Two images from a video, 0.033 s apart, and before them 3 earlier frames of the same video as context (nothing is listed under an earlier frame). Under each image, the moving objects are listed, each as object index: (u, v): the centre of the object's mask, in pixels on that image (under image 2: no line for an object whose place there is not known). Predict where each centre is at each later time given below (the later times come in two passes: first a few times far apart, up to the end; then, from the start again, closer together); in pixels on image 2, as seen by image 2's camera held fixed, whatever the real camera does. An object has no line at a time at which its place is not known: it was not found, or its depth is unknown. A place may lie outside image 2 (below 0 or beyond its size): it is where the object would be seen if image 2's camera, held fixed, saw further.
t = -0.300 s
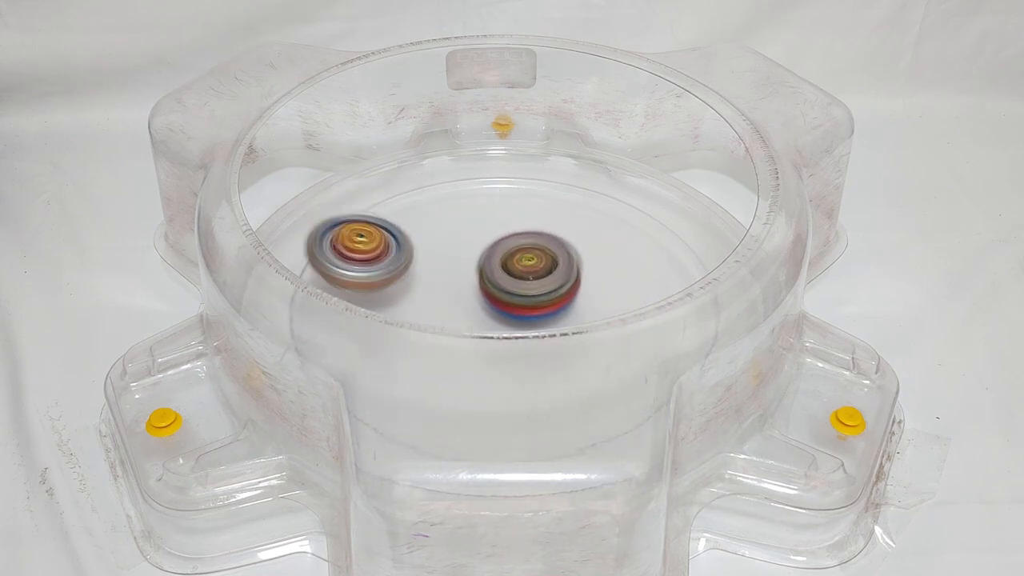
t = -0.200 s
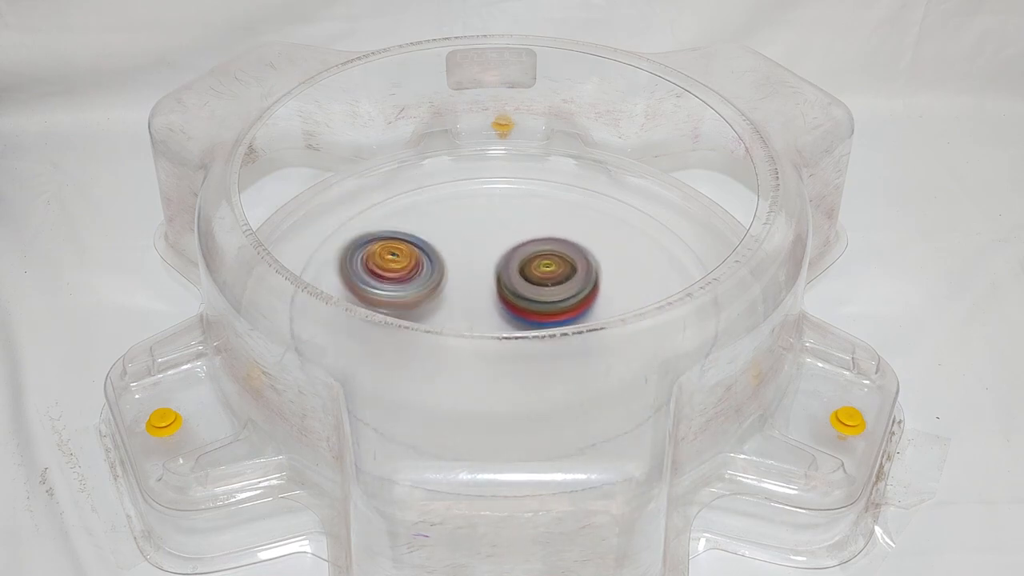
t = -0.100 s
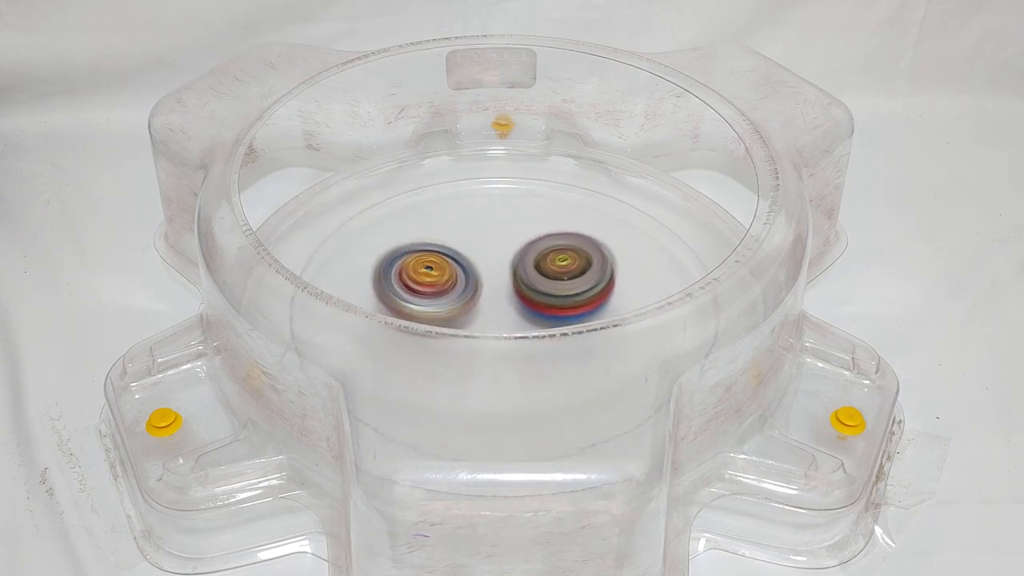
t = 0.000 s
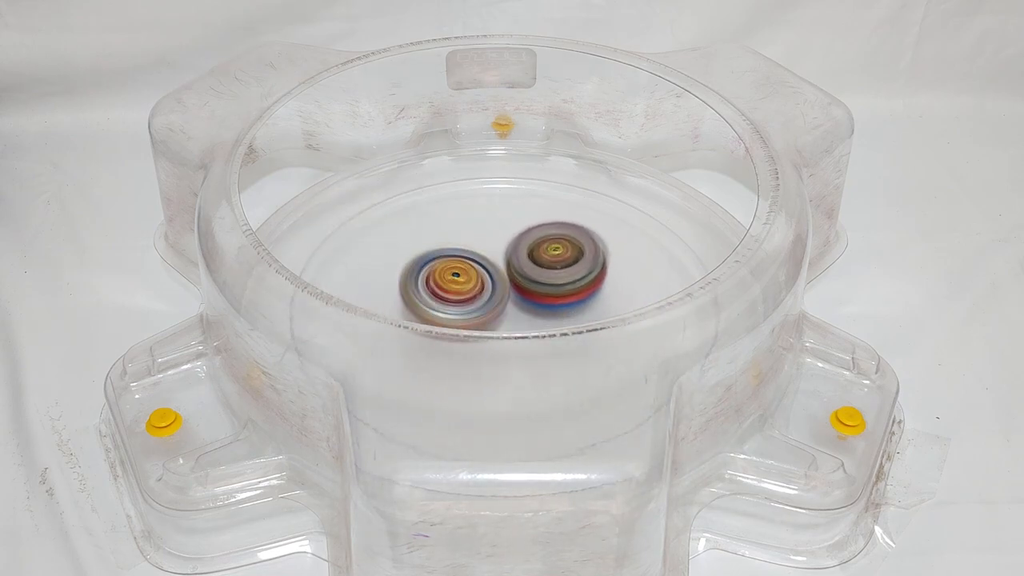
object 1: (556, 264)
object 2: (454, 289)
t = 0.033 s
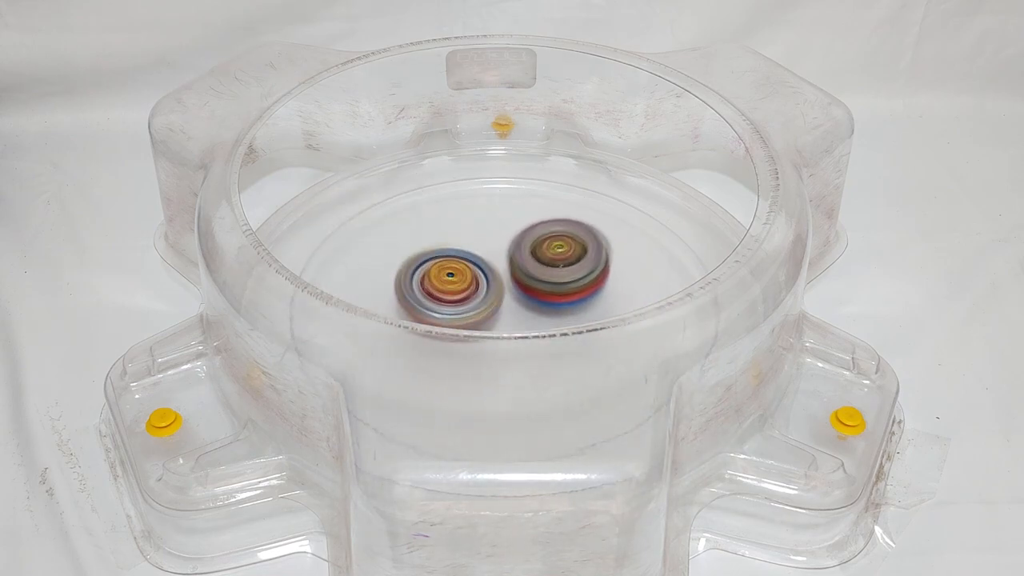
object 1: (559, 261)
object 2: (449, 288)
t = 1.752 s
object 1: (562, 251)
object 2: (441, 299)
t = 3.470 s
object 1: (571, 266)
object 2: (442, 289)
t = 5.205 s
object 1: (614, 306)
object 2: (432, 247)
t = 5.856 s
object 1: (571, 339)
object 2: (509, 275)
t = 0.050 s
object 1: (561, 260)
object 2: (446, 288)
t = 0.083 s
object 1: (562, 256)
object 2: (443, 288)
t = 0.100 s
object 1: (562, 255)
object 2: (443, 288)
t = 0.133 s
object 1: (559, 252)
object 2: (444, 287)
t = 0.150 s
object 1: (557, 251)
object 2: (445, 287)
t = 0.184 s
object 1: (552, 251)
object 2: (449, 287)
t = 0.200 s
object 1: (548, 252)
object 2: (451, 287)
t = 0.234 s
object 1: (548, 253)
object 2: (444, 287)
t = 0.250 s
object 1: (550, 253)
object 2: (440, 288)
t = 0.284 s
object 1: (553, 253)
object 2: (434, 289)
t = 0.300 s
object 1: (555, 253)
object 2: (433, 289)
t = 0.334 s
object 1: (557, 253)
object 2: (432, 290)
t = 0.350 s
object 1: (557, 253)
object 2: (433, 290)
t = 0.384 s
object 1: (558, 254)
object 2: (435, 291)
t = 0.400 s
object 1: (558, 254)
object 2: (437, 291)
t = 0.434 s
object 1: (557, 255)
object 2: (441, 292)
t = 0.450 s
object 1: (557, 256)
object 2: (444, 292)
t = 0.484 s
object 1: (555, 258)
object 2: (448, 293)
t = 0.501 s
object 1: (555, 260)
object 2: (451, 293)
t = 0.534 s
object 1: (554, 264)
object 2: (454, 293)
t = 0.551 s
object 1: (555, 266)
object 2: (457, 294)
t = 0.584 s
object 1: (562, 268)
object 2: (452, 294)
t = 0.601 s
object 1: (567, 268)
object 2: (450, 294)
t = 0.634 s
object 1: (575, 268)
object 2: (449, 295)
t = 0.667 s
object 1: (582, 267)
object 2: (450, 295)
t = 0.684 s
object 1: (585, 266)
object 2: (451, 295)
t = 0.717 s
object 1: (589, 263)
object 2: (454, 295)
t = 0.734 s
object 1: (591, 262)
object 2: (456, 295)
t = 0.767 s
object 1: (591, 259)
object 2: (459, 296)
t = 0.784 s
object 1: (589, 258)
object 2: (461, 296)
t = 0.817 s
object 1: (585, 256)
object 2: (464, 296)
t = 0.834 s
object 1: (582, 256)
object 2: (466, 296)
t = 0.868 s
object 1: (575, 257)
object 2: (469, 296)
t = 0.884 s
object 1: (571, 258)
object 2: (471, 296)
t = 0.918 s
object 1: (565, 261)
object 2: (472, 297)
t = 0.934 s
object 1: (566, 261)
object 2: (466, 298)
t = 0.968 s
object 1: (569, 262)
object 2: (457, 299)
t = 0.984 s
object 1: (571, 262)
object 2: (453, 299)
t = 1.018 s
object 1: (573, 263)
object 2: (449, 300)
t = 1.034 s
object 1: (574, 263)
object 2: (448, 300)
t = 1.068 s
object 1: (574, 263)
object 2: (447, 301)
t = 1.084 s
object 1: (574, 264)
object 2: (448, 301)
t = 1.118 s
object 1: (573, 265)
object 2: (449, 301)
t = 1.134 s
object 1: (572, 266)
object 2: (449, 301)
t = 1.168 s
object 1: (571, 268)
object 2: (451, 301)
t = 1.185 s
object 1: (570, 269)
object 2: (452, 302)
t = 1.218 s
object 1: (568, 272)
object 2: (454, 302)
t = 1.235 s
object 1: (567, 274)
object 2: (455, 302)
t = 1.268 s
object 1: (566, 278)
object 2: (457, 302)
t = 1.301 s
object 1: (564, 282)
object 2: (458, 302)
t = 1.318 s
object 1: (564, 284)
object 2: (459, 302)
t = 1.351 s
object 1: (572, 285)
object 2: (452, 302)
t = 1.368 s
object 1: (579, 284)
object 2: (445, 302)
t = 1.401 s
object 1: (592, 283)
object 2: (434, 301)
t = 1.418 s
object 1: (598, 281)
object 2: (430, 301)
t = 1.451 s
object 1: (607, 278)
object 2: (426, 300)
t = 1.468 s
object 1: (611, 276)
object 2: (426, 300)
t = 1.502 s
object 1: (618, 271)
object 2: (426, 300)
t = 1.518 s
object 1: (620, 269)
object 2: (426, 299)
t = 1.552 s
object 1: (621, 263)
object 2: (428, 299)
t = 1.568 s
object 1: (621, 259)
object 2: (429, 300)
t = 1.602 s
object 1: (616, 253)
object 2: (431, 299)
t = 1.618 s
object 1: (612, 250)
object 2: (432, 299)
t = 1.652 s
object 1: (601, 247)
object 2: (434, 300)
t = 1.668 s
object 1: (595, 246)
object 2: (435, 300)
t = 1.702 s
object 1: (582, 246)
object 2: (438, 300)
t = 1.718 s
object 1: (575, 247)
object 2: (440, 300)
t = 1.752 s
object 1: (562, 251)
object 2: (441, 299)
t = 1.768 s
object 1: (555, 253)
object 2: (443, 299)
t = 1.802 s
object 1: (542, 259)
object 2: (445, 299)
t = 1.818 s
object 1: (537, 263)
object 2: (447, 299)
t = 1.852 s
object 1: (546, 265)
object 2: (425, 298)
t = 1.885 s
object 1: (566, 267)
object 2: (398, 296)
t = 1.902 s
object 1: (575, 267)
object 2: (381, 304)
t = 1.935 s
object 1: (589, 266)
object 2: (360, 305)
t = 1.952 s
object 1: (594, 265)
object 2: (353, 304)
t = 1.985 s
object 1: (602, 262)
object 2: (346, 302)
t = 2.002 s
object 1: (606, 260)
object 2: (346, 302)
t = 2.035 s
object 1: (612, 255)
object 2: (348, 302)
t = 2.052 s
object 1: (614, 252)
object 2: (349, 302)
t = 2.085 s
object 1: (617, 246)
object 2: (356, 303)
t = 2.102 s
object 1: (617, 243)
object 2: (360, 303)
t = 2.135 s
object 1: (615, 237)
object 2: (369, 303)
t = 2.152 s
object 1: (612, 234)
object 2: (374, 303)
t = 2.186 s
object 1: (604, 230)
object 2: (389, 294)
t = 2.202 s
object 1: (600, 228)
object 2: (393, 295)
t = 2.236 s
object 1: (589, 228)
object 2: (403, 296)
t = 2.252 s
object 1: (583, 229)
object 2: (407, 296)
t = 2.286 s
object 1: (571, 232)
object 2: (417, 296)
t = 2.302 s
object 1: (565, 235)
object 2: (420, 296)
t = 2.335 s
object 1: (554, 241)
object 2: (429, 297)
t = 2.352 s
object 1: (549, 245)
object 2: (432, 297)
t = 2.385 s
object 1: (539, 253)
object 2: (439, 296)
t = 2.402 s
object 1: (535, 258)
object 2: (443, 296)
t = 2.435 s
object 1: (534, 265)
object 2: (441, 296)
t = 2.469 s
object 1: (543, 270)
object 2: (429, 296)
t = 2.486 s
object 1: (546, 273)
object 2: (425, 296)
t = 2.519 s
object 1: (554, 279)
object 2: (423, 295)
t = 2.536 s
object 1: (557, 281)
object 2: (423, 295)
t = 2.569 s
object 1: (565, 284)
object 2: (425, 295)
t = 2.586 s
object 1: (569, 285)
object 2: (427, 295)
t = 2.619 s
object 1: (576, 286)
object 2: (430, 295)
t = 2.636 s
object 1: (580, 287)
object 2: (431, 295)
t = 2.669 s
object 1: (587, 287)
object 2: (434, 295)
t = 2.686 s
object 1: (591, 287)
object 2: (436, 295)
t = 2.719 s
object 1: (597, 286)
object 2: (439, 295)
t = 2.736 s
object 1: (601, 286)
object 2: (441, 295)
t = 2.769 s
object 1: (606, 284)
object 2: (445, 295)
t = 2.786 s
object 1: (608, 284)
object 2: (447, 295)
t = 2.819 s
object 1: (610, 282)
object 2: (451, 295)
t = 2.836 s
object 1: (610, 281)
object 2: (454, 295)
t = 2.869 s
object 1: (609, 280)
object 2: (460, 295)
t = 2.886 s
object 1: (608, 279)
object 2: (463, 295)
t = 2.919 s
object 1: (603, 279)
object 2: (472, 294)
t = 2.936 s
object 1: (599, 279)
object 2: (476, 294)
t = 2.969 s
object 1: (594, 279)
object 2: (480, 292)
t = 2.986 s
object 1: (602, 278)
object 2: (472, 292)
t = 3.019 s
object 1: (618, 275)
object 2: (456, 289)
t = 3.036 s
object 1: (624, 273)
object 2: (451, 287)
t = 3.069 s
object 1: (633, 270)
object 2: (441, 285)
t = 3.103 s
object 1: (639, 266)
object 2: (437, 283)
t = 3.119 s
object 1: (641, 264)
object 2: (437, 283)
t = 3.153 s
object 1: (644, 260)
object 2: (437, 283)
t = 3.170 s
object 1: (643, 258)
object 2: (438, 283)
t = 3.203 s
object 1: (640, 252)
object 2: (441, 283)
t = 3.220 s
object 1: (637, 250)
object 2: (443, 284)
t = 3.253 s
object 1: (629, 247)
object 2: (445, 284)
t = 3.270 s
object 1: (624, 246)
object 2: (447, 285)
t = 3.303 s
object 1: (613, 246)
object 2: (450, 286)
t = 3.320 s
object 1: (607, 247)
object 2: (452, 286)
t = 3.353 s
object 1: (595, 250)
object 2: (455, 287)
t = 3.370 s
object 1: (588, 252)
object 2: (456, 287)
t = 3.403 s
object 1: (576, 257)
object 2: (460, 288)
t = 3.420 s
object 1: (570, 260)
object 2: (461, 288)
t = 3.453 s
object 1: (563, 266)
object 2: (456, 290)
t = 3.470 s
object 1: (571, 266)
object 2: (442, 289)
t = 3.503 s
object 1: (583, 268)
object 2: (414, 289)
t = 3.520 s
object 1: (586, 270)
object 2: (405, 290)
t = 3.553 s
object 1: (592, 271)
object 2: (394, 292)
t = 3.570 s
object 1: (595, 272)
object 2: (392, 294)
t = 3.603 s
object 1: (600, 272)
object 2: (379, 311)
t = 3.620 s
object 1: (603, 273)
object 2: (376, 323)
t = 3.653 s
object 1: (606, 273)
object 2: (379, 330)
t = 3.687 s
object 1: (608, 273)
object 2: (384, 339)
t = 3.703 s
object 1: (608, 273)
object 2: (386, 341)
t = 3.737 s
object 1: (607, 273)
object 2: (390, 352)
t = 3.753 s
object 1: (606, 274)
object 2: (393, 353)
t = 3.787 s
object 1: (602, 275)
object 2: (404, 348)
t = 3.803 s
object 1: (600, 276)
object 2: (408, 348)
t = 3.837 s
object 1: (594, 278)
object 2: (415, 347)
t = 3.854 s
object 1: (592, 280)
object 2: (419, 346)
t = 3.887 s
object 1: (585, 282)
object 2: (425, 345)
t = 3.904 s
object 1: (582, 284)
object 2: (429, 344)
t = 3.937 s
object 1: (575, 287)
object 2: (435, 341)
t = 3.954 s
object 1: (572, 289)
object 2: (438, 340)
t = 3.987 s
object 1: (565, 292)
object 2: (443, 337)
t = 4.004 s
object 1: (562, 294)
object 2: (446, 338)
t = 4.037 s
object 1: (557, 297)
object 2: (451, 329)
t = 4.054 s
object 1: (558, 298)
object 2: (447, 338)
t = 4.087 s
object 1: (559, 300)
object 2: (443, 326)
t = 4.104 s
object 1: (561, 310)
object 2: (443, 324)
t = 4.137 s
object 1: (564, 314)
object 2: (444, 322)
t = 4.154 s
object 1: (564, 316)
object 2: (444, 320)
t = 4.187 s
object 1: (566, 318)
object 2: (446, 318)
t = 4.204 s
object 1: (567, 321)
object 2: (447, 316)
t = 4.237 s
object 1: (569, 323)
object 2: (451, 307)
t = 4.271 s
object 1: (570, 323)
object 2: (453, 307)
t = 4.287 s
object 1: (571, 324)
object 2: (453, 306)
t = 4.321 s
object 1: (573, 323)
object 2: (455, 305)
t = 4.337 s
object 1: (574, 324)
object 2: (456, 305)
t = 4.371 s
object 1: (575, 324)
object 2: (457, 304)
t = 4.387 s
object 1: (574, 323)
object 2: (458, 304)
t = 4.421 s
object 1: (575, 320)
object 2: (458, 302)
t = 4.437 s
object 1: (574, 321)
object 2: (459, 301)
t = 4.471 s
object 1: (574, 318)
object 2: (457, 299)
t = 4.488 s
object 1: (572, 316)
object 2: (457, 299)
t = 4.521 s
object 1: (574, 316)
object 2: (455, 297)
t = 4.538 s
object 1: (577, 315)
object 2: (447, 293)
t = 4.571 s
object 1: (584, 314)
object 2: (439, 288)
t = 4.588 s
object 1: (587, 312)
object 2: (436, 287)
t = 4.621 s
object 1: (591, 310)
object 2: (433, 283)
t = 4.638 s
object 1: (593, 308)
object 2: (433, 282)
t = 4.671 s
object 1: (595, 307)
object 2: (434, 281)
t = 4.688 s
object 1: (596, 305)
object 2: (434, 281)
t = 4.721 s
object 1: (593, 302)
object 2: (435, 280)
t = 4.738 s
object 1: (590, 293)
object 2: (436, 280)
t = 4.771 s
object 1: (585, 292)
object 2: (437, 280)
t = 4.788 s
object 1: (582, 291)
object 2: (438, 280)
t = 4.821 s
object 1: (574, 291)
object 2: (439, 278)
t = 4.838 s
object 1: (570, 291)
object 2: (440, 278)
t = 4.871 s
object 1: (561, 291)
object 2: (442, 277)
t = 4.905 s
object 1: (552, 292)
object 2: (443, 277)
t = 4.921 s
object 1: (555, 294)
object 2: (436, 275)
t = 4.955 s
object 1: (567, 297)
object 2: (425, 260)
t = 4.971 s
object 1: (573, 298)
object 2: (422, 256)
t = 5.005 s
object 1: (584, 308)
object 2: (418, 247)
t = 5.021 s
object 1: (588, 314)
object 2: (417, 244)
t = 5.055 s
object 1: (595, 313)
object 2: (418, 241)
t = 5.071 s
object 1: (599, 315)
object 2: (420, 240)
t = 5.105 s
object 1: (605, 313)
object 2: (423, 241)
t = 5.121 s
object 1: (608, 312)
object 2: (424, 241)
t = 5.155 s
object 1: (613, 312)
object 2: (427, 243)
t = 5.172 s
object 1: (613, 310)
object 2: (429, 244)
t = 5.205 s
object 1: (614, 306)
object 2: (432, 247)
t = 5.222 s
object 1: (613, 306)
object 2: (433, 248)
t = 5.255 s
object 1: (610, 303)
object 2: (437, 250)
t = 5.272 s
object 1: (607, 301)
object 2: (439, 251)
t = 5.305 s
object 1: (599, 292)
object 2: (443, 254)
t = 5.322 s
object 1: (595, 292)
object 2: (446, 255)
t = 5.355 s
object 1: (587, 292)
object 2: (454, 259)
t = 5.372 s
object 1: (582, 292)
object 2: (459, 261)
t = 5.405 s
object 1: (573, 293)
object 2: (471, 264)
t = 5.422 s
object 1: (572, 293)
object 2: (474, 262)
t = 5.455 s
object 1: (576, 298)
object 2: (476, 258)
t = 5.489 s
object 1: (582, 314)
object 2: (481, 256)
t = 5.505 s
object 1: (583, 315)
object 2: (483, 255)
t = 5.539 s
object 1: (585, 321)
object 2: (487, 254)
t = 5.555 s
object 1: (586, 324)
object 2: (488, 255)
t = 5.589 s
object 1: (586, 324)
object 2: (489, 256)
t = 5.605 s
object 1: (586, 324)
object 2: (491, 257)
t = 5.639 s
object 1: (587, 334)
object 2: (492, 258)
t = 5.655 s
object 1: (588, 335)
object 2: (492, 259)
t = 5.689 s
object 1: (588, 335)
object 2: (495, 262)
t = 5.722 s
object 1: (587, 336)
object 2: (497, 263)
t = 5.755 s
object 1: (585, 336)
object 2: (500, 267)
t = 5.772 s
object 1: (584, 337)
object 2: (501, 268)
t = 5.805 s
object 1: (579, 337)
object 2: (504, 272)
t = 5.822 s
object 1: (577, 337)
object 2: (506, 273)
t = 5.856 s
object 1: (571, 339)
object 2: (509, 275)
